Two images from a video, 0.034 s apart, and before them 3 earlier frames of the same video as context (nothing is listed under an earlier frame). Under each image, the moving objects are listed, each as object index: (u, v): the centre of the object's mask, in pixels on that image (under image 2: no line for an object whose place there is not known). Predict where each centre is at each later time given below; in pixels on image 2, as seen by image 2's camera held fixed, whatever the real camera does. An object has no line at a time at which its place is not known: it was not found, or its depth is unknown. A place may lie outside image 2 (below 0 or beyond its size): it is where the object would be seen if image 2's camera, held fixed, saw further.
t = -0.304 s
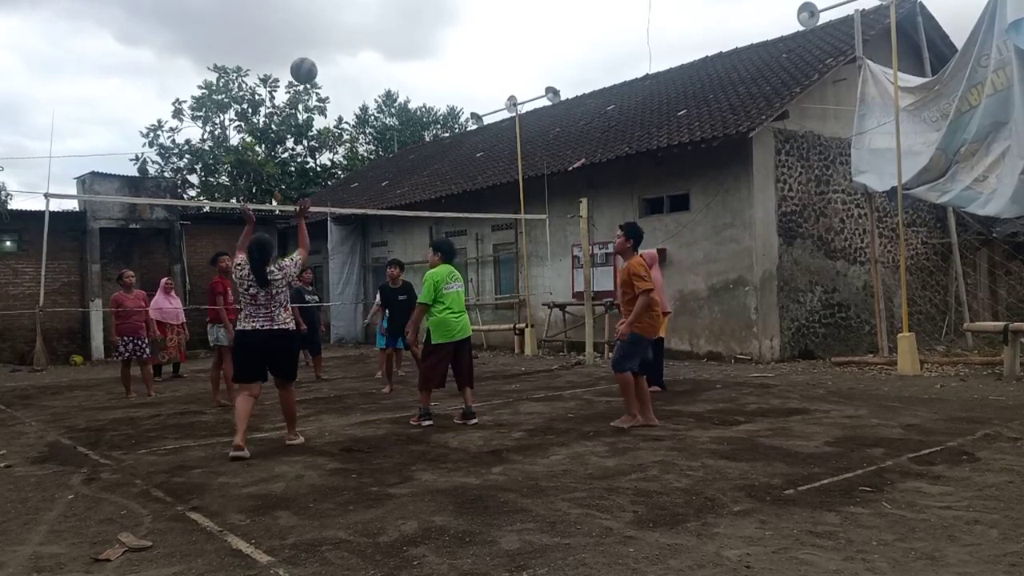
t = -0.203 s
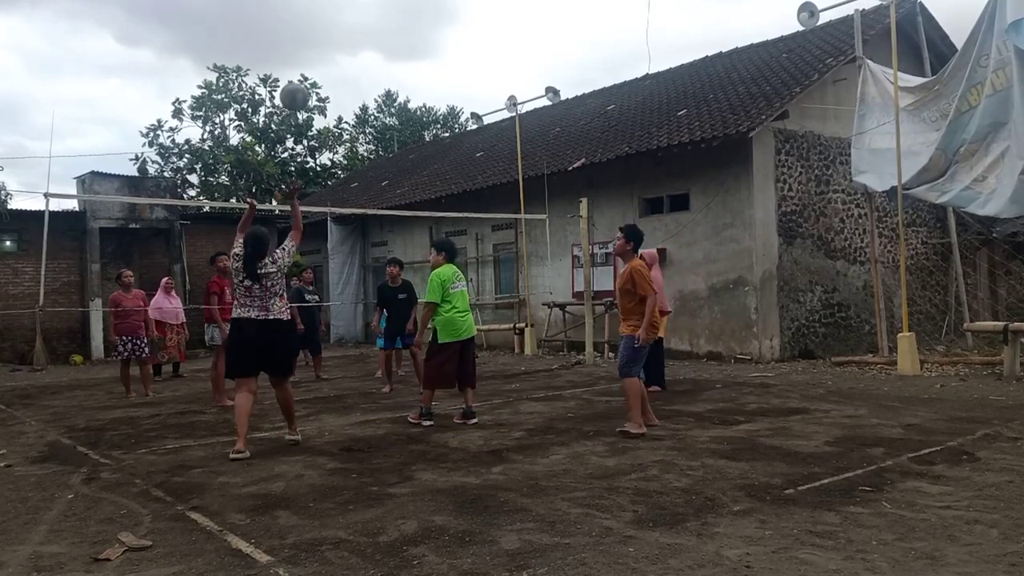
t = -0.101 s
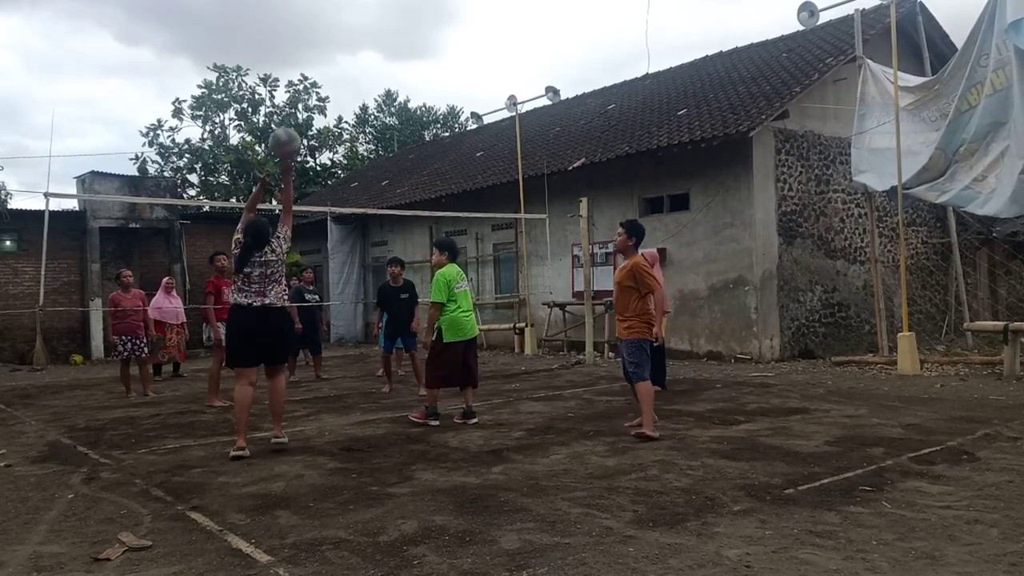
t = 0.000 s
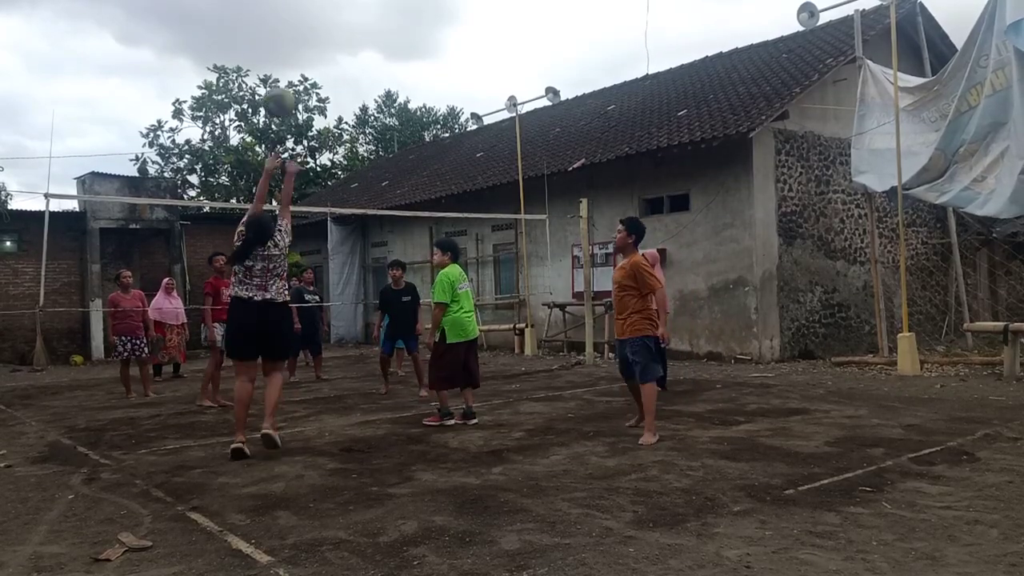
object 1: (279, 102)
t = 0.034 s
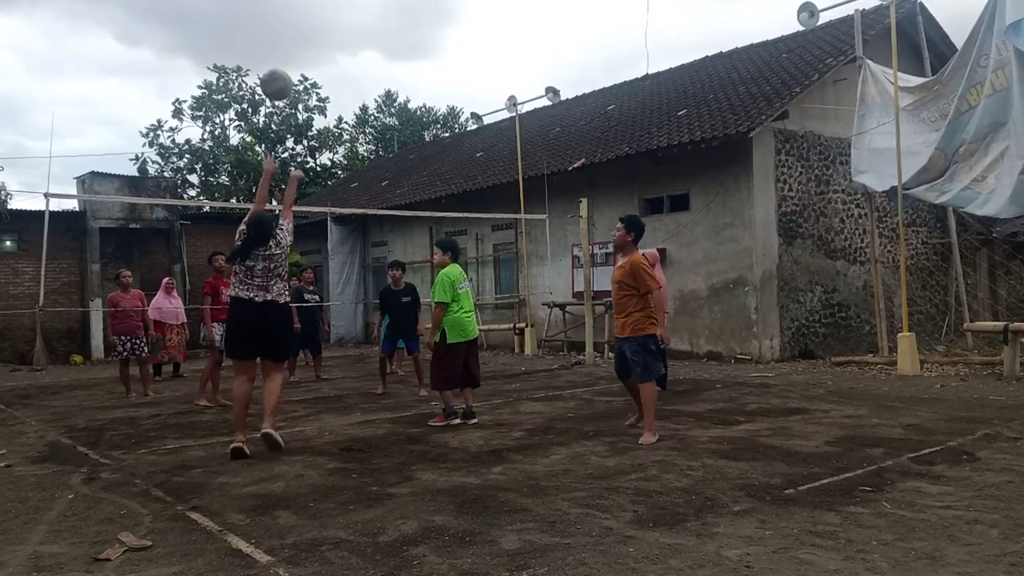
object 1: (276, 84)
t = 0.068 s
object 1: (274, 70)
